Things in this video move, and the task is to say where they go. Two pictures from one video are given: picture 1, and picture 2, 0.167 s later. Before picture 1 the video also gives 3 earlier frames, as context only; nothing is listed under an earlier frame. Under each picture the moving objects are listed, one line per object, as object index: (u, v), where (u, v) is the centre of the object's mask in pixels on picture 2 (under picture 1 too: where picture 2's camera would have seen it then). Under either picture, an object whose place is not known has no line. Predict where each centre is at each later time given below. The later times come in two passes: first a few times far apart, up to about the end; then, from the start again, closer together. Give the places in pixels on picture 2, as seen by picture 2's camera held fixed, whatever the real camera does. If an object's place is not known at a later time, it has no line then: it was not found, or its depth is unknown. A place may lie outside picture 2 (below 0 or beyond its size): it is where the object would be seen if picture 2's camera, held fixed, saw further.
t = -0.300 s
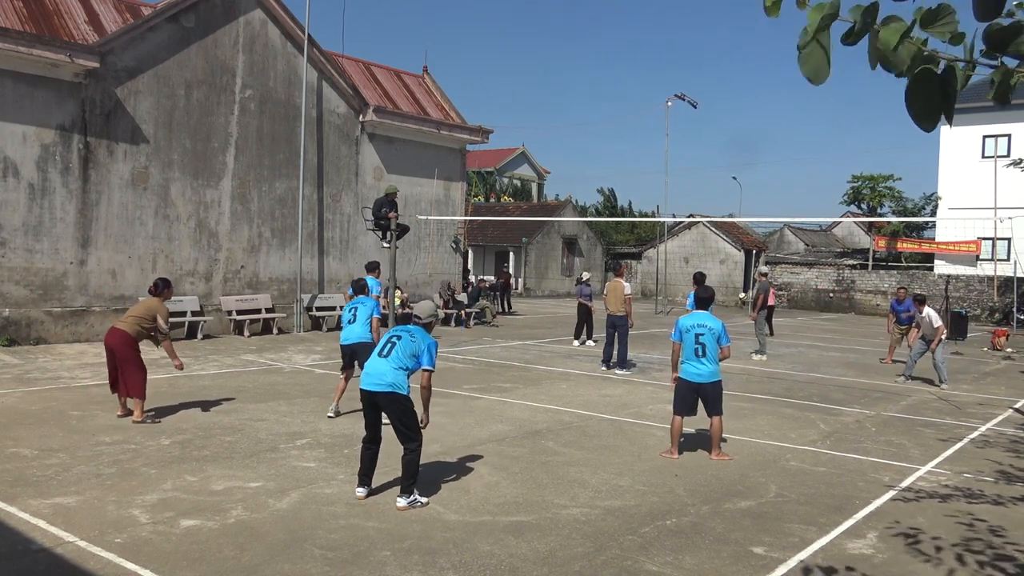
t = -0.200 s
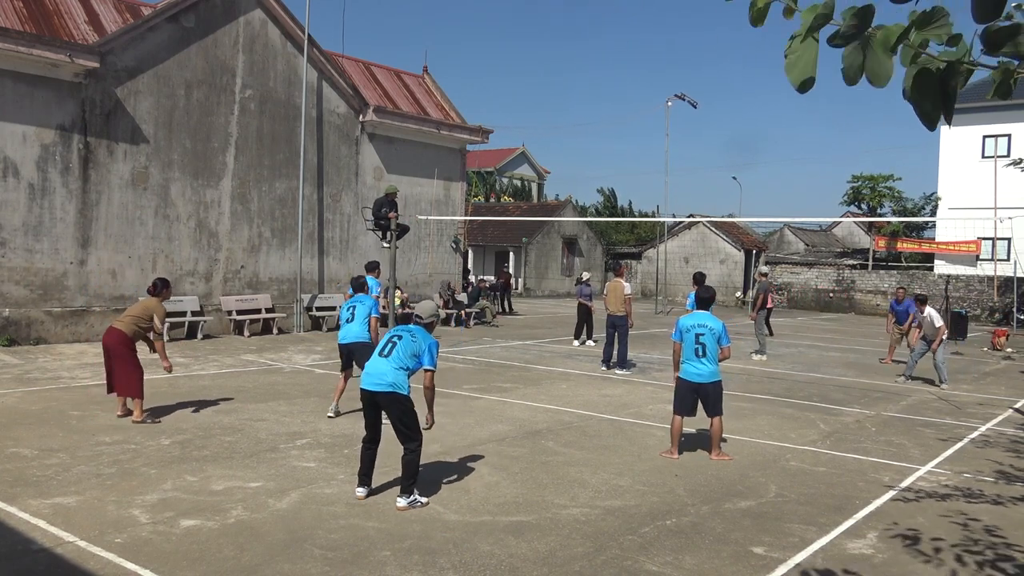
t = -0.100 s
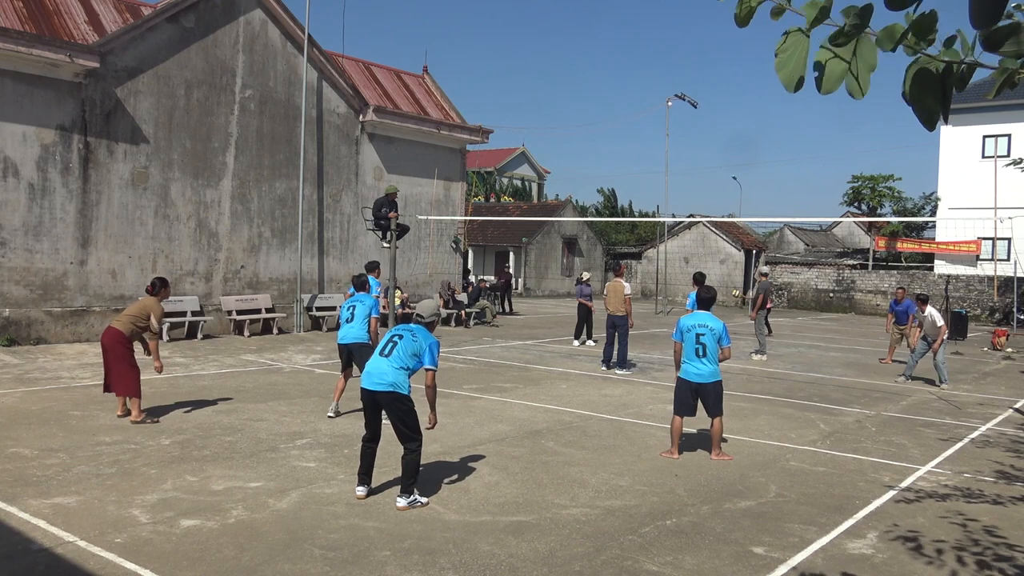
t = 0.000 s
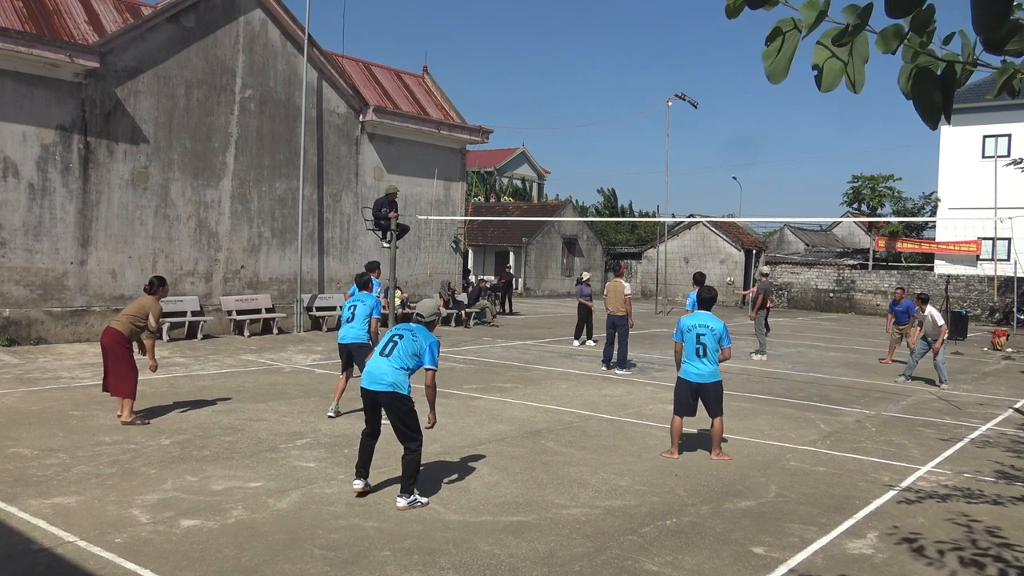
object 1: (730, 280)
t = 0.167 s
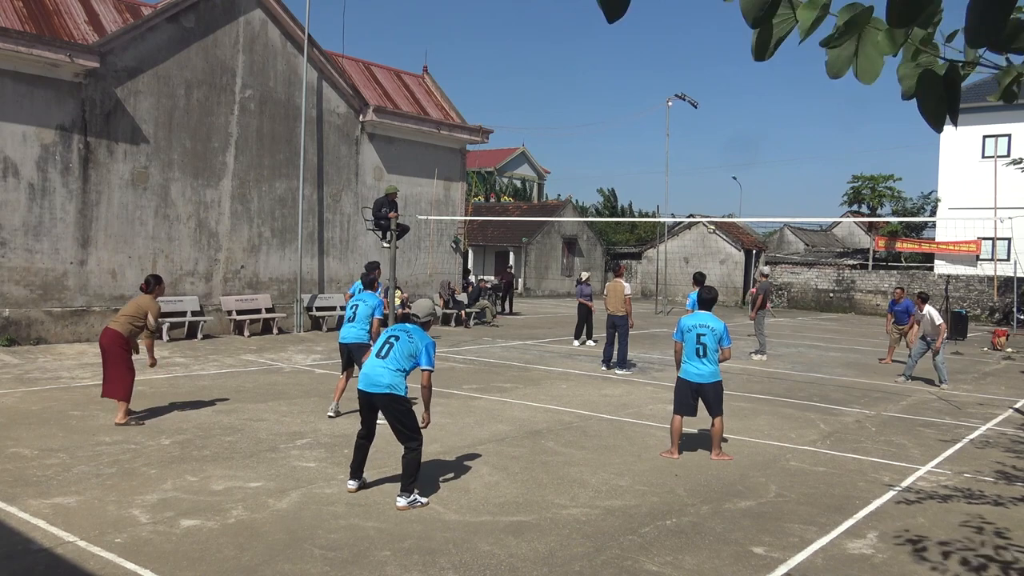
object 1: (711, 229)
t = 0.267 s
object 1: (699, 200)
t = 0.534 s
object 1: (660, 135)
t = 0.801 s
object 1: (611, 93)
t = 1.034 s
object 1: (553, 84)
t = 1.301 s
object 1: (458, 123)
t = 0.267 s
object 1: (699, 200)
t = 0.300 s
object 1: (695, 191)
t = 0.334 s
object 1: (691, 183)
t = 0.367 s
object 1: (686, 174)
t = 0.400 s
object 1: (681, 165)
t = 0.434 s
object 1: (677, 158)
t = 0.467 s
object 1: (671, 150)
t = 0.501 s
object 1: (666, 142)
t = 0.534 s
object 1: (660, 135)
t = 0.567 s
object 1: (655, 129)
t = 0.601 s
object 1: (649, 122)
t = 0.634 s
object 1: (644, 116)
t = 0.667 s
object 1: (637, 111)
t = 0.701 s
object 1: (632, 105)
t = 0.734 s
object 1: (625, 101)
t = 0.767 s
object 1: (618, 96)
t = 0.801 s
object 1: (611, 93)
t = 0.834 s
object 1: (604, 90)
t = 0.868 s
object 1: (598, 86)
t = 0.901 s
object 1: (588, 85)
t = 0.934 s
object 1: (580, 84)
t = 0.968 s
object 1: (571, 83)
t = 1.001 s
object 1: (561, 83)
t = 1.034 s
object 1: (553, 84)
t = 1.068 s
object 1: (542, 86)
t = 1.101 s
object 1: (532, 88)
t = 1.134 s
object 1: (521, 91)
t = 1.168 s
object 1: (510, 95)
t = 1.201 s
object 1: (498, 101)
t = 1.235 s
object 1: (485, 107)
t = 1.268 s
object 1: (472, 115)
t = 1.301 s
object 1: (458, 123)
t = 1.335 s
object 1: (443, 134)
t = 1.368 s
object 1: (427, 145)
